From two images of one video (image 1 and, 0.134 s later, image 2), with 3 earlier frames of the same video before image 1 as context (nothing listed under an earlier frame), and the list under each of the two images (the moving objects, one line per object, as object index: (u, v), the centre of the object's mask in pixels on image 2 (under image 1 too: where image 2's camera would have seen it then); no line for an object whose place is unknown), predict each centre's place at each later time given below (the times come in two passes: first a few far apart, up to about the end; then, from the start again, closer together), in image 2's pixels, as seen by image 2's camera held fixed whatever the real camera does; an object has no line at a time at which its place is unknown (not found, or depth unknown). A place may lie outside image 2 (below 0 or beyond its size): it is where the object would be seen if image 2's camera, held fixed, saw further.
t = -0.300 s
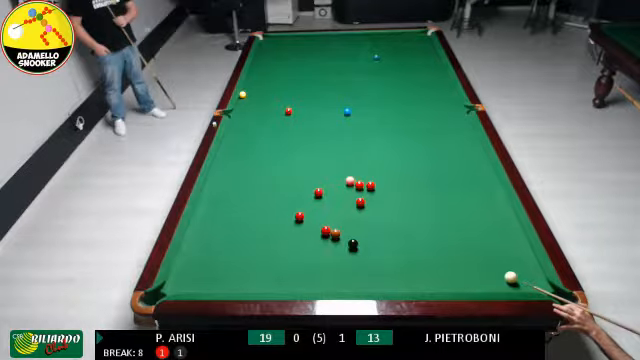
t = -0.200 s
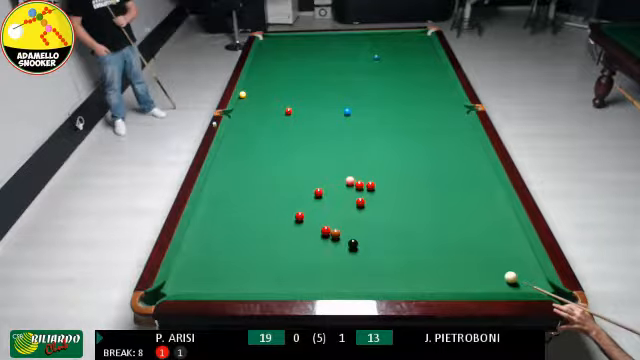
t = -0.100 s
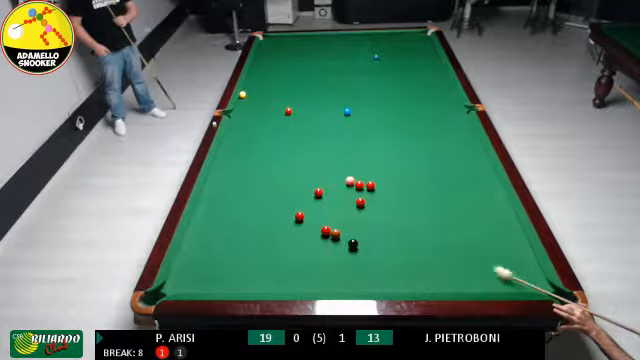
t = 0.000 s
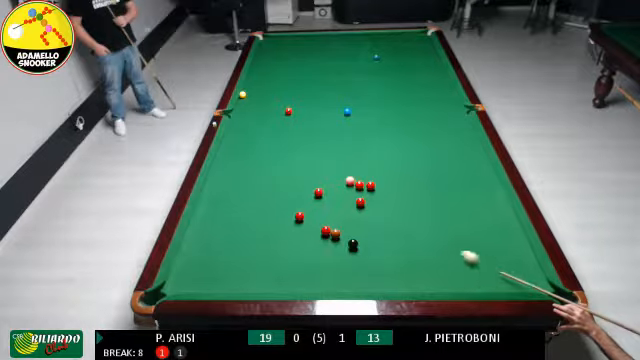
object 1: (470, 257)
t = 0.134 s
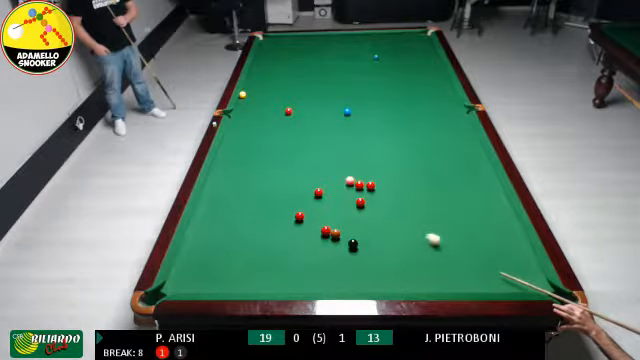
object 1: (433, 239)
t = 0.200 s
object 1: (418, 231)
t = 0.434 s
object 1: (369, 208)
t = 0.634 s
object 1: (355, 206)
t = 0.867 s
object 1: (340, 205)
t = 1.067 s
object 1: (328, 203)
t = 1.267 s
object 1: (316, 202)
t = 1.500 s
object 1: (303, 200)
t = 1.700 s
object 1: (294, 199)
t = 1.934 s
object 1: (283, 198)
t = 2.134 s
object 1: (275, 197)
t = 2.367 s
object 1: (267, 196)
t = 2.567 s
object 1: (261, 195)
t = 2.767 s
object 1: (255, 194)
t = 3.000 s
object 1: (250, 194)
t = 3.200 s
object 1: (246, 193)
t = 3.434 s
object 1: (241, 193)
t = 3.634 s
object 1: (239, 193)
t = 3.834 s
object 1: (237, 193)
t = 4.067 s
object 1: (235, 193)
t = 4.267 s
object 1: (235, 193)
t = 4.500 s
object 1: (235, 193)
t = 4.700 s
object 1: (235, 193)
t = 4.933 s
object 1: (235, 193)
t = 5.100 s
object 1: (235, 191)
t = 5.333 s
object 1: (235, 193)
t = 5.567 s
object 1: (235, 193)
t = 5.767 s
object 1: (235, 193)
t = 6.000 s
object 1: (235, 193)
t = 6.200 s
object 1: (235, 193)
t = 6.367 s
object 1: (235, 193)
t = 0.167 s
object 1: (426, 235)
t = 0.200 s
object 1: (418, 231)
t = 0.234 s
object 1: (410, 228)
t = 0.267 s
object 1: (403, 224)
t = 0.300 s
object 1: (395, 221)
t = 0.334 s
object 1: (389, 218)
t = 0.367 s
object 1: (381, 214)
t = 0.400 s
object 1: (375, 211)
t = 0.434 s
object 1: (369, 208)
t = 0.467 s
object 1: (365, 207)
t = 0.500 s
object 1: (364, 207)
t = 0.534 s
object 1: (362, 207)
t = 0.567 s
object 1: (360, 207)
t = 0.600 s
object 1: (358, 207)
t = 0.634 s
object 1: (355, 206)
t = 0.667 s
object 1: (353, 206)
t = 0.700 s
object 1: (350, 206)
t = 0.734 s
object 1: (349, 206)
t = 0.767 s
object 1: (346, 206)
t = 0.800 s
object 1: (344, 205)
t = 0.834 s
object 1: (342, 205)
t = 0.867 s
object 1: (340, 205)
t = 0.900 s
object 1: (338, 205)
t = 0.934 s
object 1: (336, 204)
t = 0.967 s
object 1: (334, 204)
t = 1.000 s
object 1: (332, 204)
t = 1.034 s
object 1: (330, 204)
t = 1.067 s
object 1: (328, 203)
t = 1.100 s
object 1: (325, 203)
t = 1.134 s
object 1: (324, 203)
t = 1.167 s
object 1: (322, 203)
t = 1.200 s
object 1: (320, 202)
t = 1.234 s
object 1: (318, 202)
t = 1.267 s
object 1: (316, 202)
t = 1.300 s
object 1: (314, 202)
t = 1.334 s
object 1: (312, 201)
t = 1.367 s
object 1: (310, 201)
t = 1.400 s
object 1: (309, 201)
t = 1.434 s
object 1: (307, 200)
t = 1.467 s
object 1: (305, 200)
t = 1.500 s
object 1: (303, 200)
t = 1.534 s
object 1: (302, 200)
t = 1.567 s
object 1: (300, 199)
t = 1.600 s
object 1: (299, 199)
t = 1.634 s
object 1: (297, 199)
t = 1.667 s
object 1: (295, 199)
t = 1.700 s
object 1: (294, 199)
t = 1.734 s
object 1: (292, 199)
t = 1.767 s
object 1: (291, 198)
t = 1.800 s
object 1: (289, 198)
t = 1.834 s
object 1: (288, 198)
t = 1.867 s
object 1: (287, 198)
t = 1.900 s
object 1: (285, 198)
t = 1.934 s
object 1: (283, 198)
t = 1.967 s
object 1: (282, 197)
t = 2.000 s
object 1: (281, 197)
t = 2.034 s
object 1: (280, 197)
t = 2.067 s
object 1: (278, 197)
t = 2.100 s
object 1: (277, 197)
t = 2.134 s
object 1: (275, 197)
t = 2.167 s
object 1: (274, 196)
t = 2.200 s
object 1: (273, 196)
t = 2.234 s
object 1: (272, 196)
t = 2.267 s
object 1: (271, 196)
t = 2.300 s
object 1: (270, 196)
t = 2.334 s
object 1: (269, 196)
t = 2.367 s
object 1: (267, 196)
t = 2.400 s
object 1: (266, 196)
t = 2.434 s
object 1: (265, 196)
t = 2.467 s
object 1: (264, 195)
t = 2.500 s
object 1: (263, 195)
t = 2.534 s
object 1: (262, 195)
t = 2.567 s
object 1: (261, 195)
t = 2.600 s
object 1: (260, 195)
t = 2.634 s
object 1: (259, 195)
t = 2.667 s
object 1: (258, 195)
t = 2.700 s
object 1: (257, 195)
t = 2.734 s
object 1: (256, 194)
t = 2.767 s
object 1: (255, 194)
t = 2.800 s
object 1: (255, 194)
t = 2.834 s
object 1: (254, 194)
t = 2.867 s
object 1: (252, 194)
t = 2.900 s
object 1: (252, 194)
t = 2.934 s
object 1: (251, 194)
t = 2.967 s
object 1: (251, 194)
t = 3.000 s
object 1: (250, 194)
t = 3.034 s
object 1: (248, 193)
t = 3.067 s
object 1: (248, 193)
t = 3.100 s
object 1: (248, 193)
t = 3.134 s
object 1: (247, 193)
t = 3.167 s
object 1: (246, 193)
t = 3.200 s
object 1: (246, 193)
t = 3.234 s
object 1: (245, 193)
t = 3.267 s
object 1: (244, 193)
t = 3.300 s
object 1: (244, 193)
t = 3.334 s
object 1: (243, 193)
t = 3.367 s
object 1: (243, 193)
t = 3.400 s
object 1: (241, 193)
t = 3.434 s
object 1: (241, 193)
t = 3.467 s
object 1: (241, 193)
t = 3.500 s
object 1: (240, 193)
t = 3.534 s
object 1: (240, 193)
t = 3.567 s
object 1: (239, 193)
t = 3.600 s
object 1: (239, 193)
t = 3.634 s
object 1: (239, 193)
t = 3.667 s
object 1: (238, 193)
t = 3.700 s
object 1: (238, 193)
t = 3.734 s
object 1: (238, 193)
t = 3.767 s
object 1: (238, 193)
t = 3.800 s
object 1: (237, 193)
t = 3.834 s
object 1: (237, 193)
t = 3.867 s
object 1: (237, 193)
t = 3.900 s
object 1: (236, 193)
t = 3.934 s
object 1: (236, 193)
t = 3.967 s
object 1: (236, 193)
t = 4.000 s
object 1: (236, 193)
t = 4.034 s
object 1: (236, 193)
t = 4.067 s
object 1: (235, 193)
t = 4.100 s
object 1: (235, 193)
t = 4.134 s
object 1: (235, 193)
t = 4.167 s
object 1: (235, 193)
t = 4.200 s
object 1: (235, 193)
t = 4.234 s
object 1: (235, 193)
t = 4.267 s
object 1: (235, 193)
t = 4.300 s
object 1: (235, 193)
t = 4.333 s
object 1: (235, 193)
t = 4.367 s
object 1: (235, 193)
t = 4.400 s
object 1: (235, 193)
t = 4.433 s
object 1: (235, 193)
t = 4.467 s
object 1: (235, 193)
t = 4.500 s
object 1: (235, 193)
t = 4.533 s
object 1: (235, 193)
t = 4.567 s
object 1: (235, 193)
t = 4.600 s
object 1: (235, 193)
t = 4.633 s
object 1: (235, 193)
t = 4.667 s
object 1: (235, 193)
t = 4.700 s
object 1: (235, 193)
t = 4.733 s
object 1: (235, 193)
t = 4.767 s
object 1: (235, 193)
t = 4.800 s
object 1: (235, 193)
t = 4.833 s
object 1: (235, 193)
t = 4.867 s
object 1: (235, 193)
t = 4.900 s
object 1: (235, 193)
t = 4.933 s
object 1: (235, 193)
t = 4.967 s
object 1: (235, 193)
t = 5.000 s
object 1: (235, 193)
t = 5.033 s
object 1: (235, 193)
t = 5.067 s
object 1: (235, 193)
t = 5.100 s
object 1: (235, 191)
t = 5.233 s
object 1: (235, 193)
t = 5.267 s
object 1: (235, 193)
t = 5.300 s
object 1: (235, 193)
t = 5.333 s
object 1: (235, 193)
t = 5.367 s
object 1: (235, 193)
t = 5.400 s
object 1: (235, 193)
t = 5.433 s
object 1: (235, 193)
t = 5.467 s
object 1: (235, 193)
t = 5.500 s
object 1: (235, 193)
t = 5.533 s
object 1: (235, 193)
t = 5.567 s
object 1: (235, 193)
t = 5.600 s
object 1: (235, 193)
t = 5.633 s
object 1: (235, 193)
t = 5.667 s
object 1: (235, 193)
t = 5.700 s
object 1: (235, 193)
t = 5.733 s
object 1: (235, 193)
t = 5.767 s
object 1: (235, 193)
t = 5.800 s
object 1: (234, 193)
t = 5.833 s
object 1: (235, 193)
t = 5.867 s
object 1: (235, 193)
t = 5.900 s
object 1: (235, 193)
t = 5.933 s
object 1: (235, 193)
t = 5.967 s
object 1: (235, 193)
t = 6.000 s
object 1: (235, 193)
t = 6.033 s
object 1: (234, 193)
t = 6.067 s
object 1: (235, 193)
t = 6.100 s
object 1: (235, 193)
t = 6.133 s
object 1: (235, 193)
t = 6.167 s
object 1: (235, 193)
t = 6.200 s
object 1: (235, 193)
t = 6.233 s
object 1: (235, 193)
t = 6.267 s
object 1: (235, 193)
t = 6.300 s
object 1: (235, 193)
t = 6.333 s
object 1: (235, 193)
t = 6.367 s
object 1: (235, 193)
